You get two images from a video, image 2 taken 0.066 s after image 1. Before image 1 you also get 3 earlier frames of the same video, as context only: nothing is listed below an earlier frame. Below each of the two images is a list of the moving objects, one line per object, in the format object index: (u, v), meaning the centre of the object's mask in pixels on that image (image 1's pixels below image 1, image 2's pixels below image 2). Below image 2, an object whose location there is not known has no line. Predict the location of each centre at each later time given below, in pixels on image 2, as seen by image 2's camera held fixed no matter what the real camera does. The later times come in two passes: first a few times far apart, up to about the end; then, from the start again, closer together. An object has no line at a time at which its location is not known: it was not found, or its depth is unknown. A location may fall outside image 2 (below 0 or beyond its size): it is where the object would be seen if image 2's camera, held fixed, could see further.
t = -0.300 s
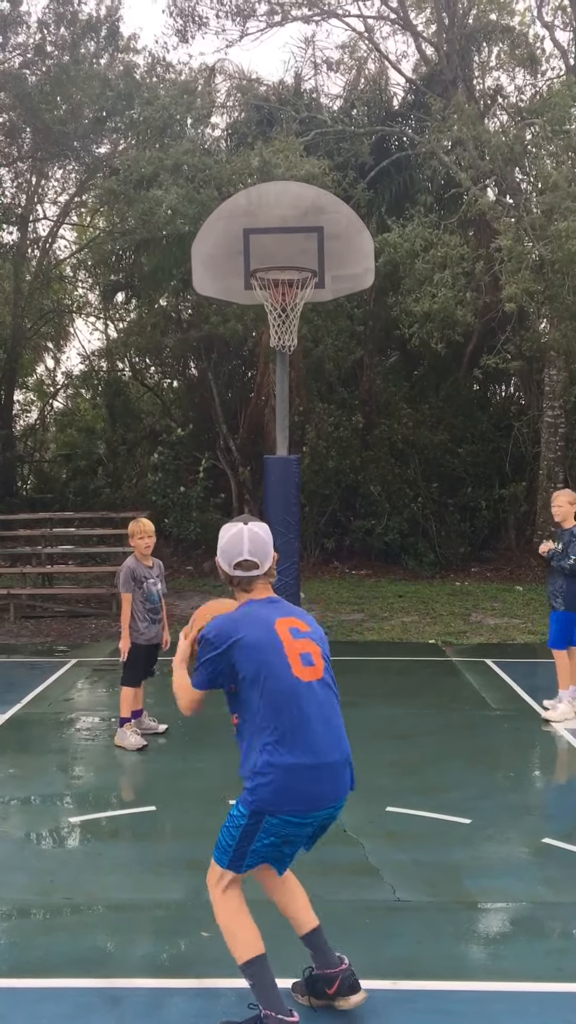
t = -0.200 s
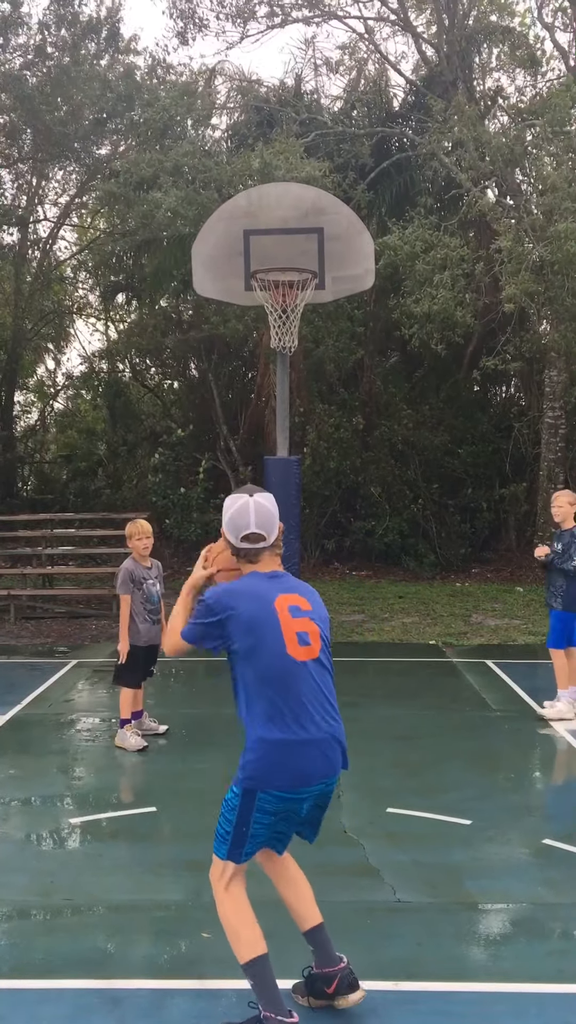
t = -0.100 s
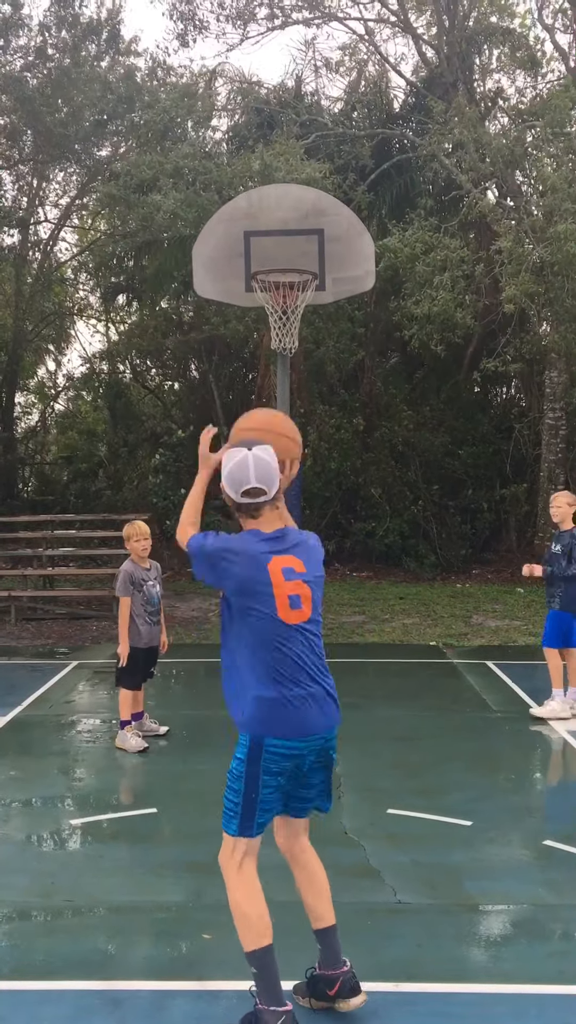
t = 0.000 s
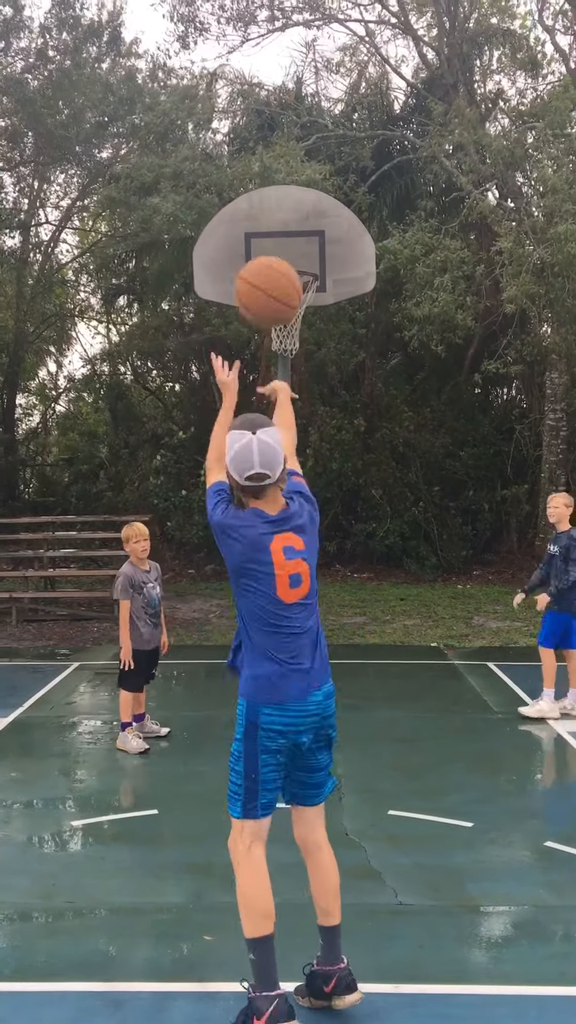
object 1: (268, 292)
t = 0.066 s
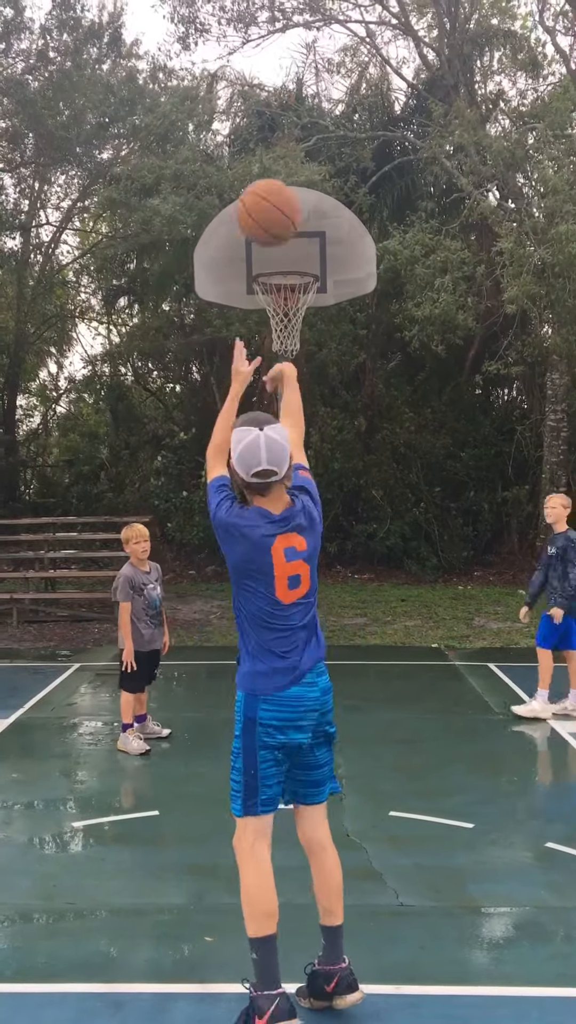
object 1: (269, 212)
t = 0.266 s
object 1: (268, 87)
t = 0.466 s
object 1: (269, 71)
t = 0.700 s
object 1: (270, 141)
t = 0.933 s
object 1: (266, 262)
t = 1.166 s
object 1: (185, 257)
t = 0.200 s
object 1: (269, 113)
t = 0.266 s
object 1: (268, 87)
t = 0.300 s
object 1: (269, 80)
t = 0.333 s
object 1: (269, 75)
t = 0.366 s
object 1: (269, 68)
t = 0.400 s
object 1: (269, 67)
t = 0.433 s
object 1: (269, 68)
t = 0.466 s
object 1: (269, 71)
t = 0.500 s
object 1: (269, 77)
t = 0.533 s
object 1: (270, 84)
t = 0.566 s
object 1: (270, 93)
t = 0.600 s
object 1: (269, 102)
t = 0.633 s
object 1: (269, 113)
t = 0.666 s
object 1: (269, 127)
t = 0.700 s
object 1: (270, 141)
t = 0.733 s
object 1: (269, 157)
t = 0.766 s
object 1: (269, 174)
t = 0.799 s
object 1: (269, 192)
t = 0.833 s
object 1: (269, 211)
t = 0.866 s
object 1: (269, 231)
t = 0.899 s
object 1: (270, 251)
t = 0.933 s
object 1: (266, 262)
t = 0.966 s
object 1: (256, 257)
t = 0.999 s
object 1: (245, 252)
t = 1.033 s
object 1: (235, 250)
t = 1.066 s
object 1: (222, 249)
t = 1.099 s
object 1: (210, 250)
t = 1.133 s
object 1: (198, 253)
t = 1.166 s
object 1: (185, 257)
